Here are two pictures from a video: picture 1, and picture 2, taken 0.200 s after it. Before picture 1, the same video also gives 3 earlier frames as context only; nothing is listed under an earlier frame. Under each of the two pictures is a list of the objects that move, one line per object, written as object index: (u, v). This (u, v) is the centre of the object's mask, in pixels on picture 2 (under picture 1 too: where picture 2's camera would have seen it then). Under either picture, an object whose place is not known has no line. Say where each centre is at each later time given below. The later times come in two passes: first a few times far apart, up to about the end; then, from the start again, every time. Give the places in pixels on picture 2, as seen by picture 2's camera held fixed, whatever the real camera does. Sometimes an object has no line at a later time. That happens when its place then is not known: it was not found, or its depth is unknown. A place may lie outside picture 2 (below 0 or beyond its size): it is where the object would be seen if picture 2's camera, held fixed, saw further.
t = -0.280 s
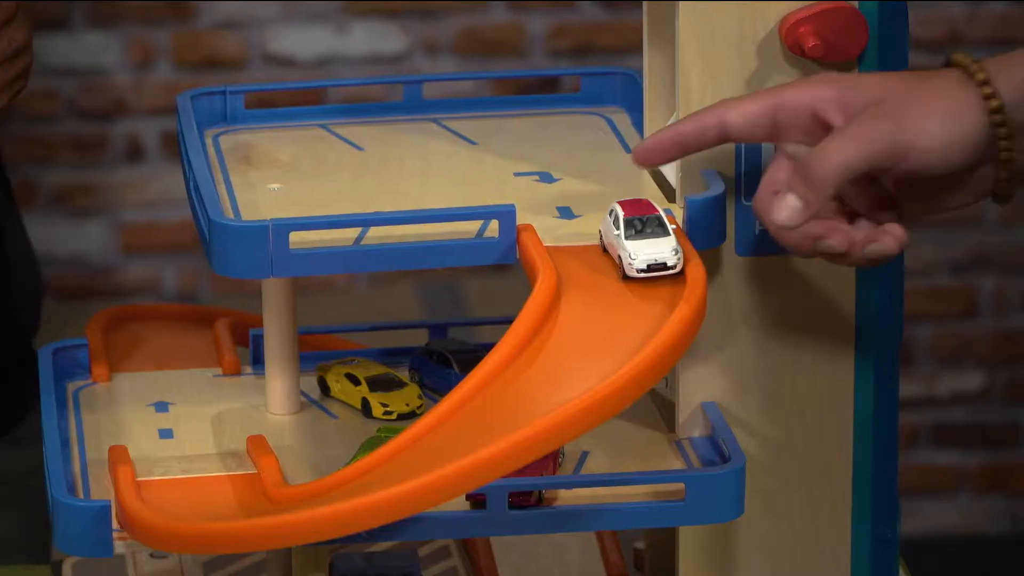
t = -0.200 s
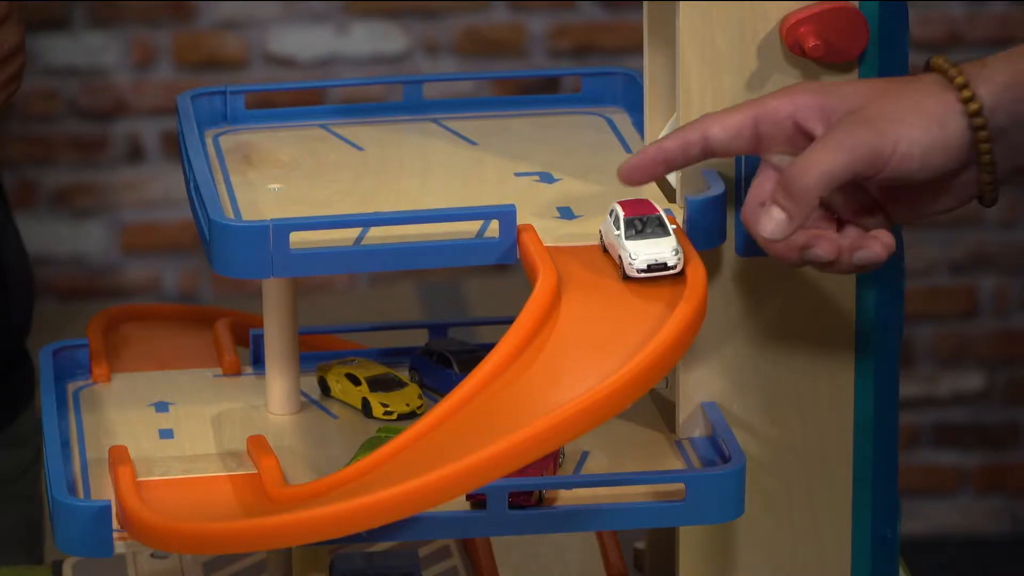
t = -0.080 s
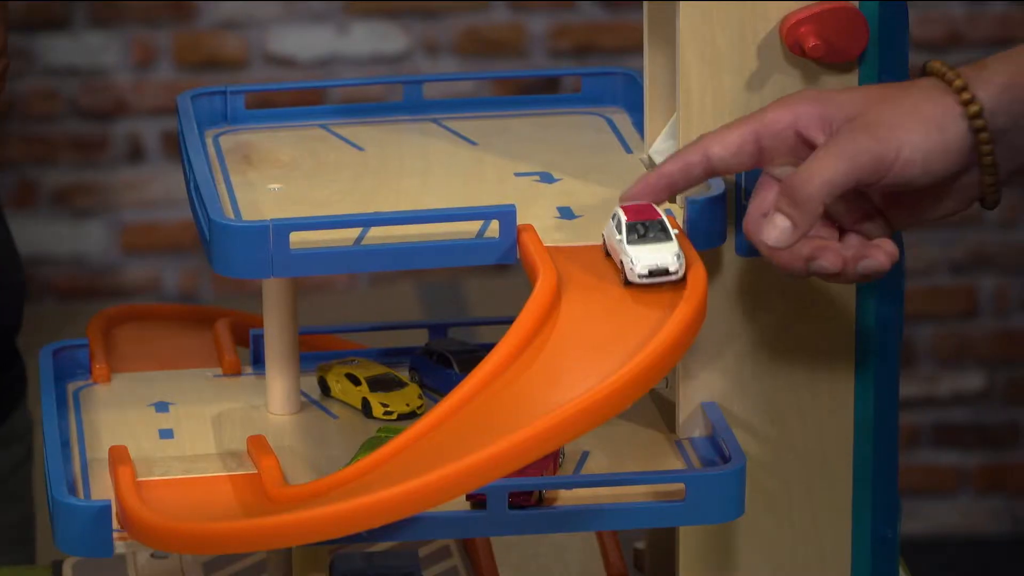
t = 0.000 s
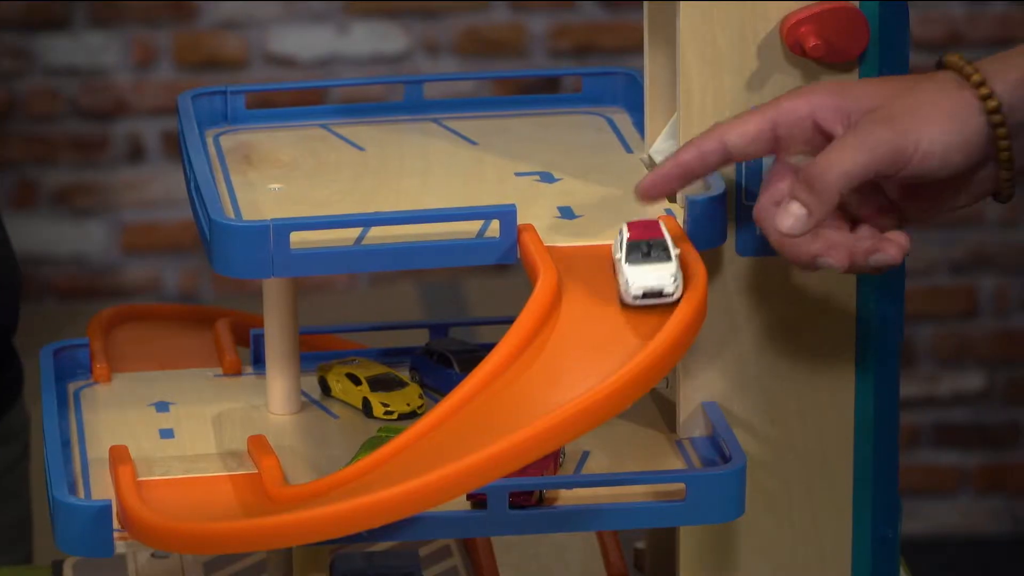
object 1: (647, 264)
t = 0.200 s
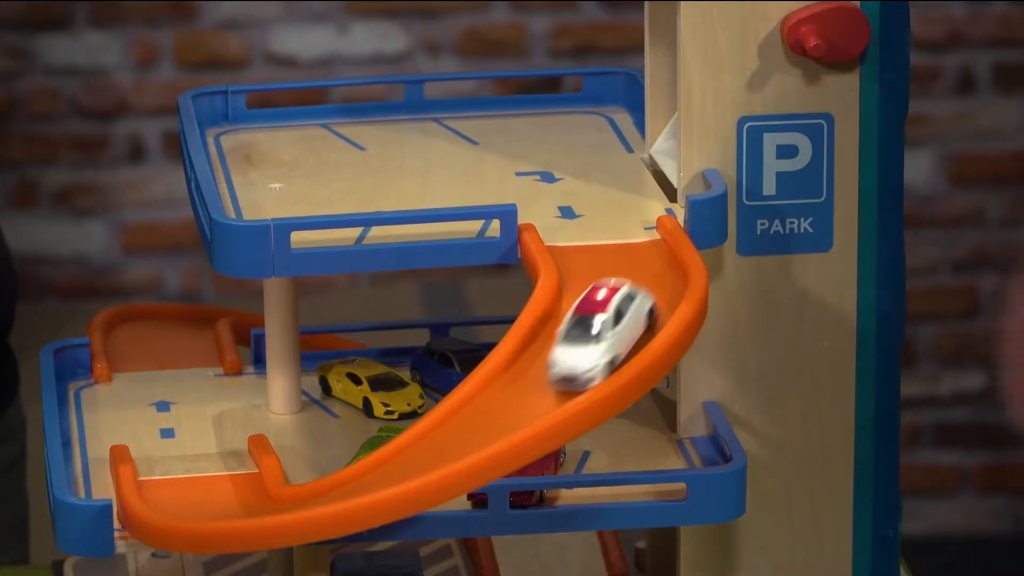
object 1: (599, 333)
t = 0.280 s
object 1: (538, 381)
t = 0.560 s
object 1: (181, 484)
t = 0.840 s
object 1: (155, 391)
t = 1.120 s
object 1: (164, 301)
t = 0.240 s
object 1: (573, 355)
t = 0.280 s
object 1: (538, 381)
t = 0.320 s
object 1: (490, 409)
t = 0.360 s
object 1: (434, 437)
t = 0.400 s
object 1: (371, 463)
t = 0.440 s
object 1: (305, 481)
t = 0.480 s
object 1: (249, 491)
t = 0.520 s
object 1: (206, 491)
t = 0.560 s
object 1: (181, 484)
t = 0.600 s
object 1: (170, 468)
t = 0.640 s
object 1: (166, 453)
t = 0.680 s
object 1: (163, 438)
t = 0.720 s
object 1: (160, 434)
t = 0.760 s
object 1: (158, 424)
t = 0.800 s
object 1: (156, 408)
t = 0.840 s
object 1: (155, 391)
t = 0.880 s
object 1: (153, 374)
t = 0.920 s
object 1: (151, 358)
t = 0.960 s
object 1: (149, 342)
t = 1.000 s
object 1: (147, 328)
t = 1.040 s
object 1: (146, 317)
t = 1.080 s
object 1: (152, 307)
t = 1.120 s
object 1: (164, 301)
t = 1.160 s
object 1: (181, 300)
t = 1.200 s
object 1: (208, 300)
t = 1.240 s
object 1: (230, 301)
